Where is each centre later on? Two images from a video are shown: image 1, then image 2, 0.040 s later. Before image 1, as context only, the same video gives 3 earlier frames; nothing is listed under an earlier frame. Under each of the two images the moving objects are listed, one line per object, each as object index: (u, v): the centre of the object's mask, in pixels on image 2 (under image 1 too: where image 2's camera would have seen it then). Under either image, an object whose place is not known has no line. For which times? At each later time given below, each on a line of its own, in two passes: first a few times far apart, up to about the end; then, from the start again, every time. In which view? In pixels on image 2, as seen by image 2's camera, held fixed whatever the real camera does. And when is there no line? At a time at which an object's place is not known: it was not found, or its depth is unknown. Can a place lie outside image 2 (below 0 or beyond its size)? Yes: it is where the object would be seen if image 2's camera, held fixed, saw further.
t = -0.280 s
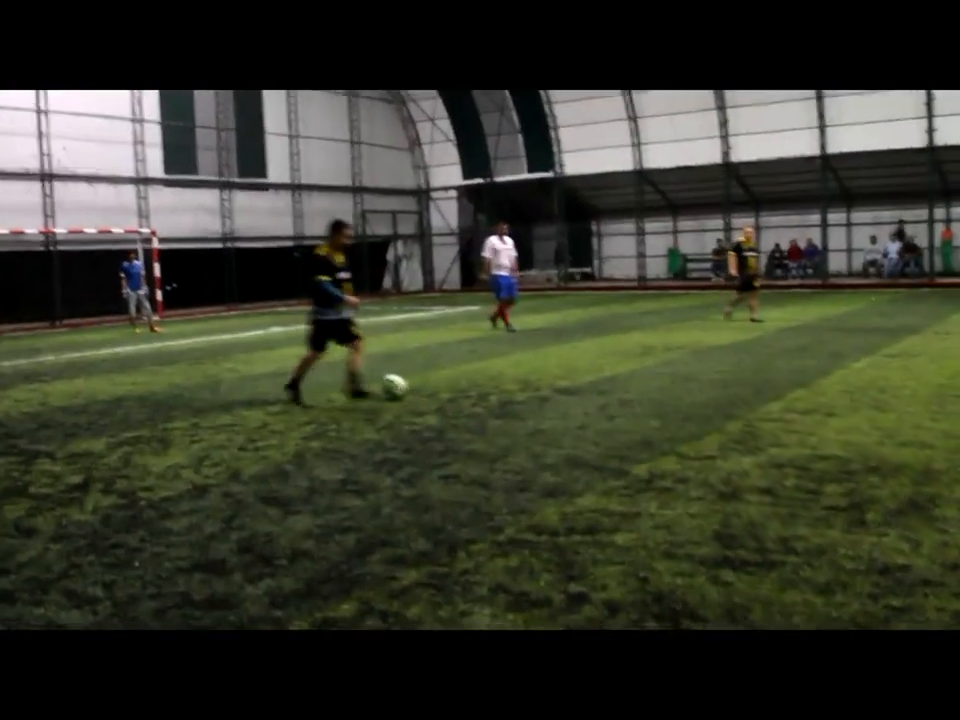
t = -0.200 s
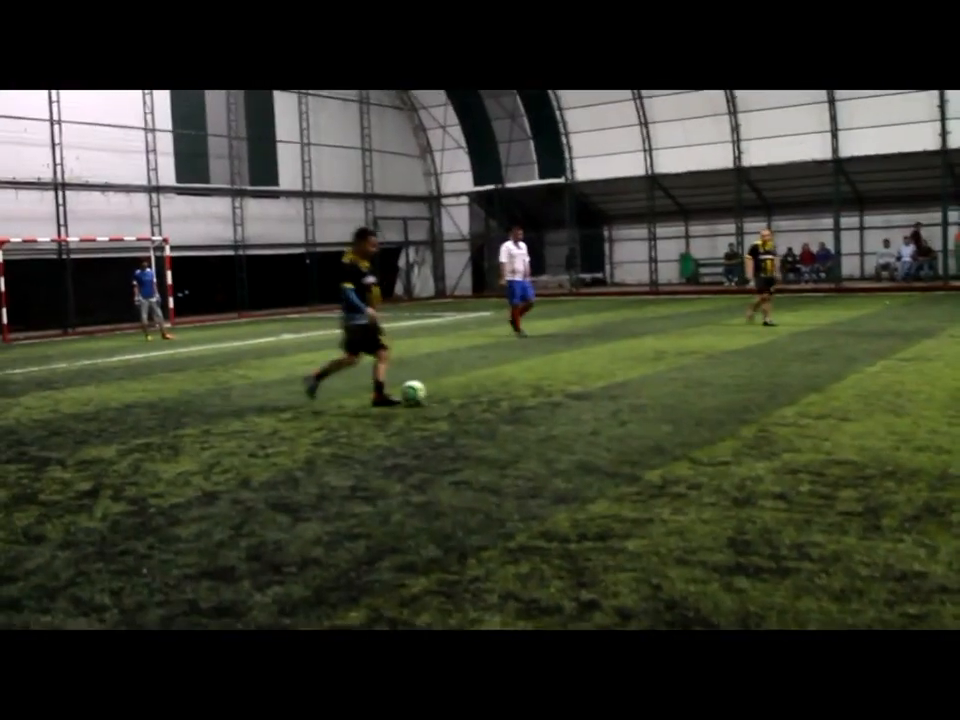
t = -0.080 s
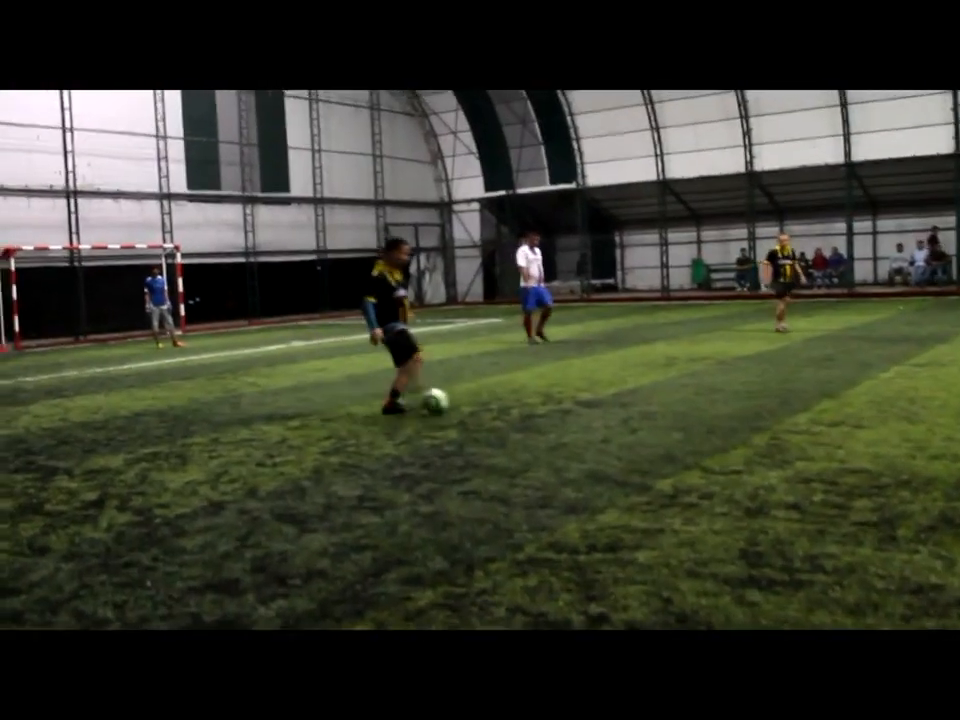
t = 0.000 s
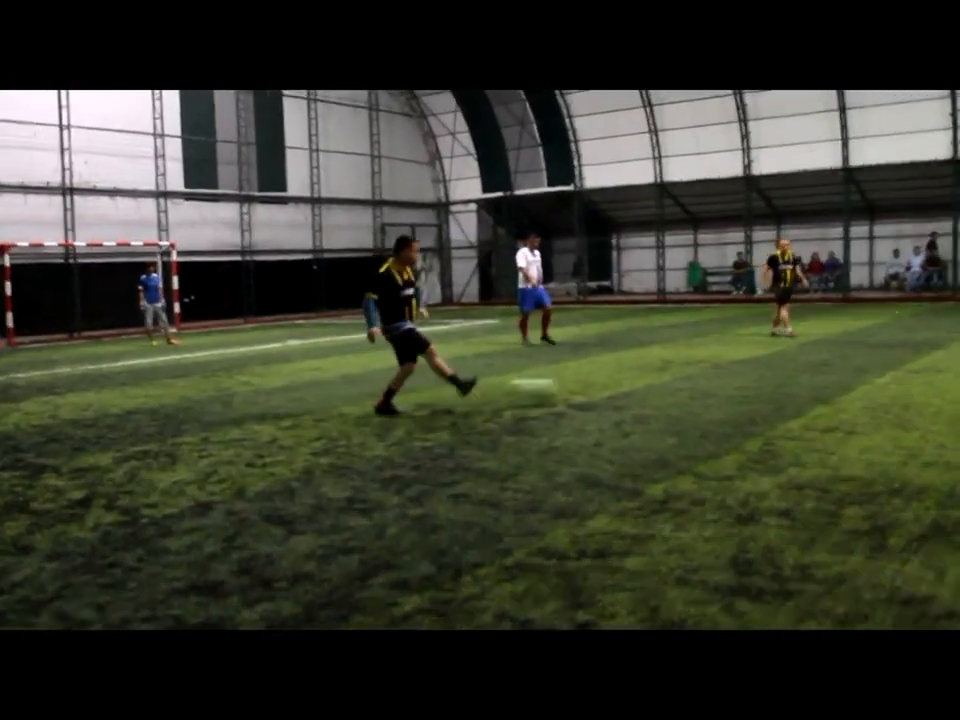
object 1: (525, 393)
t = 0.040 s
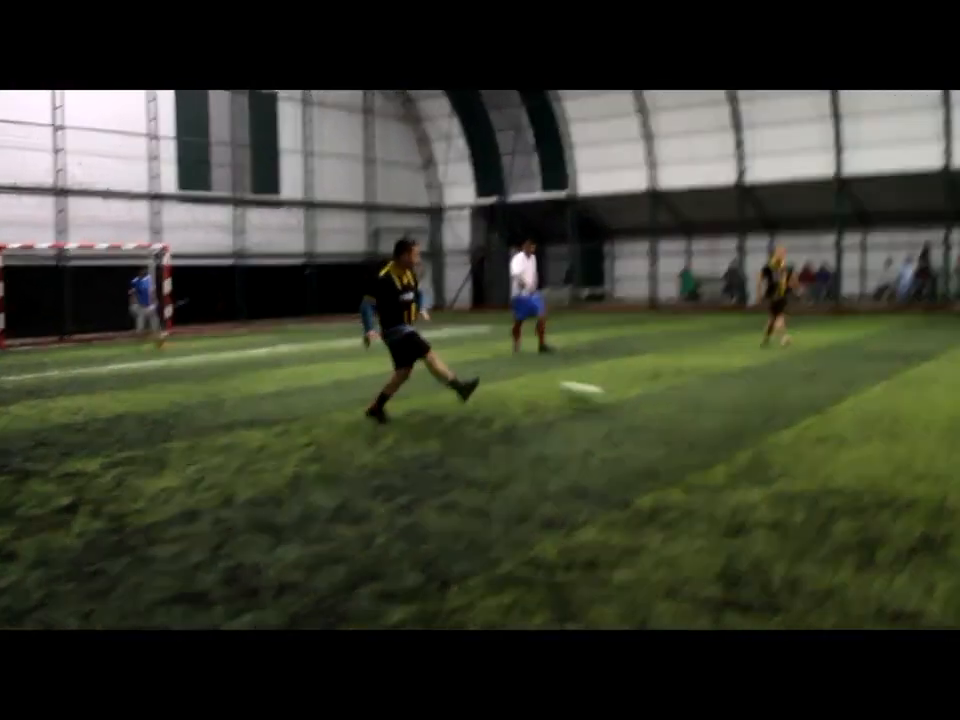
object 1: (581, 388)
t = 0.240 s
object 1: (812, 370)
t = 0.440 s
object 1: (968, 358)
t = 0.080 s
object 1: (637, 388)
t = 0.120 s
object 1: (690, 388)
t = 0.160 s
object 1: (734, 378)
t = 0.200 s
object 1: (774, 373)
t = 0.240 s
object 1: (812, 370)
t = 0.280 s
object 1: (849, 372)
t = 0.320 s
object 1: (884, 373)
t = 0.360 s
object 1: (914, 368)
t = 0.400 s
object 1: (942, 363)
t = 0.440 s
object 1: (968, 358)
